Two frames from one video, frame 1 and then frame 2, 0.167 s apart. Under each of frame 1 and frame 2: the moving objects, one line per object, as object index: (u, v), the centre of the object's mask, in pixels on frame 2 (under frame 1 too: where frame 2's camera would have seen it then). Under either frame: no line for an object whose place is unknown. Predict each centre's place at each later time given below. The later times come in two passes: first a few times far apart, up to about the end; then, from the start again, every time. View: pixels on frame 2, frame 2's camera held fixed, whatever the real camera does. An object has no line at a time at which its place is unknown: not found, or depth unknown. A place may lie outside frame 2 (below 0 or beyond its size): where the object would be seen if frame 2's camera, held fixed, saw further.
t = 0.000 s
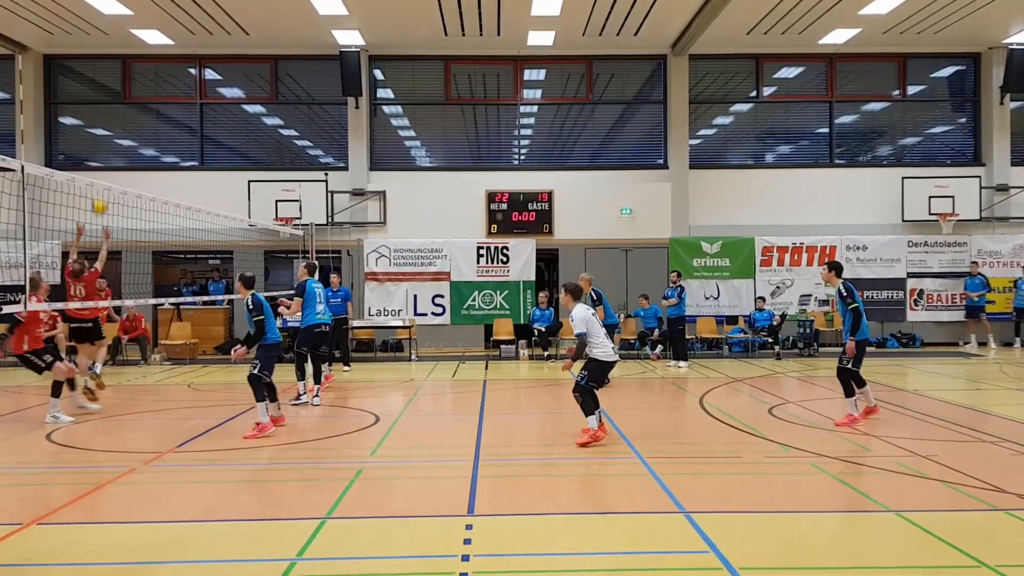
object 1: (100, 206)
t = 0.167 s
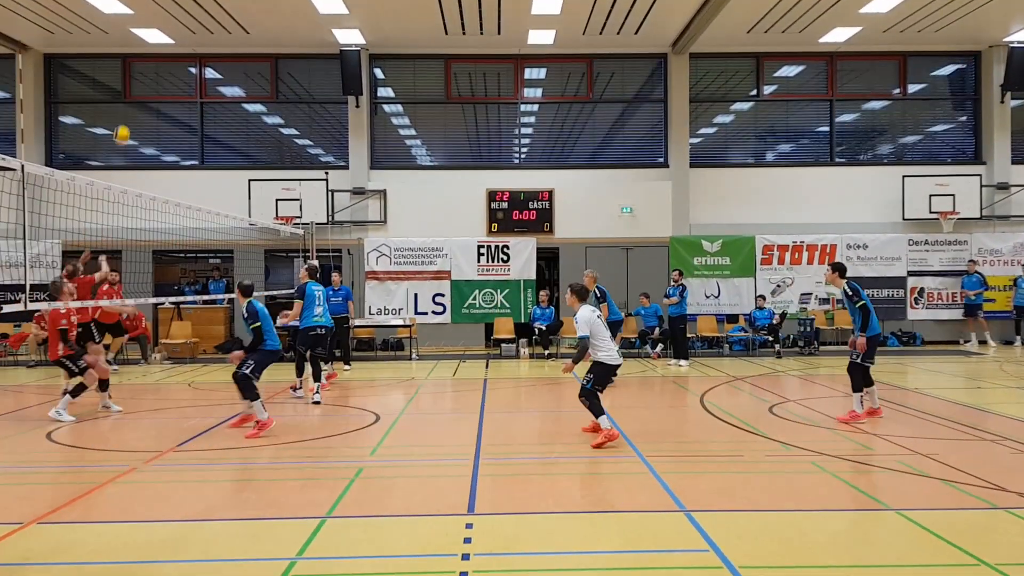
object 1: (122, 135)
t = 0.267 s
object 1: (134, 105)
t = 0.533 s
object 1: (165, 65)
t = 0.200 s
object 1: (126, 124)
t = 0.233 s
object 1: (130, 114)
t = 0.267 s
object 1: (134, 105)
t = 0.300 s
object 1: (139, 97)
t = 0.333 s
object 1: (143, 90)
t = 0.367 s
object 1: (146, 84)
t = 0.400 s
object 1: (150, 78)
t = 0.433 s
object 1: (154, 74)
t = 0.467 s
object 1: (158, 70)
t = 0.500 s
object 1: (162, 67)
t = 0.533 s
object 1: (165, 65)
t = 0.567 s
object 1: (169, 63)
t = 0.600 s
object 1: (173, 63)
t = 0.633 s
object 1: (177, 63)
